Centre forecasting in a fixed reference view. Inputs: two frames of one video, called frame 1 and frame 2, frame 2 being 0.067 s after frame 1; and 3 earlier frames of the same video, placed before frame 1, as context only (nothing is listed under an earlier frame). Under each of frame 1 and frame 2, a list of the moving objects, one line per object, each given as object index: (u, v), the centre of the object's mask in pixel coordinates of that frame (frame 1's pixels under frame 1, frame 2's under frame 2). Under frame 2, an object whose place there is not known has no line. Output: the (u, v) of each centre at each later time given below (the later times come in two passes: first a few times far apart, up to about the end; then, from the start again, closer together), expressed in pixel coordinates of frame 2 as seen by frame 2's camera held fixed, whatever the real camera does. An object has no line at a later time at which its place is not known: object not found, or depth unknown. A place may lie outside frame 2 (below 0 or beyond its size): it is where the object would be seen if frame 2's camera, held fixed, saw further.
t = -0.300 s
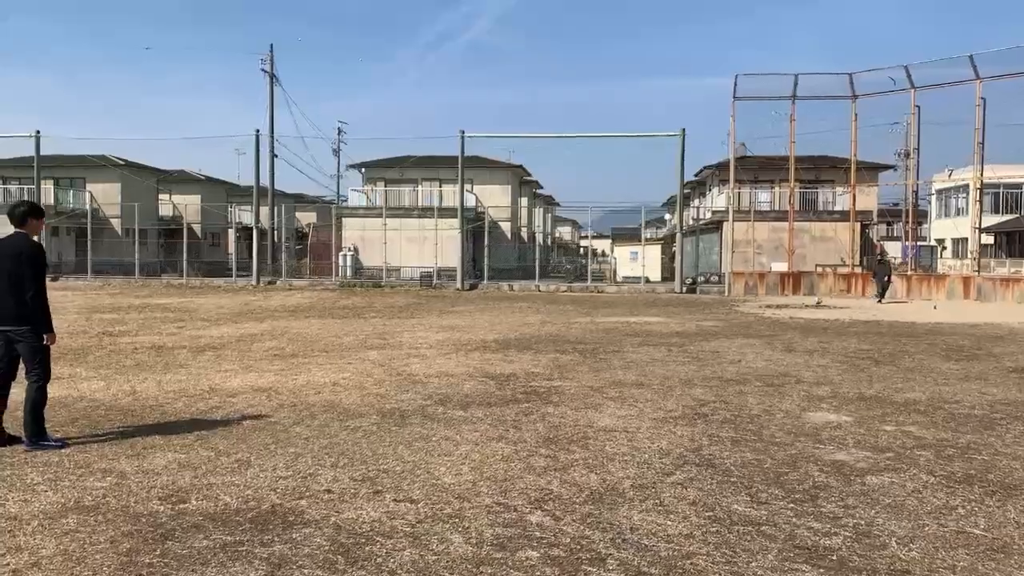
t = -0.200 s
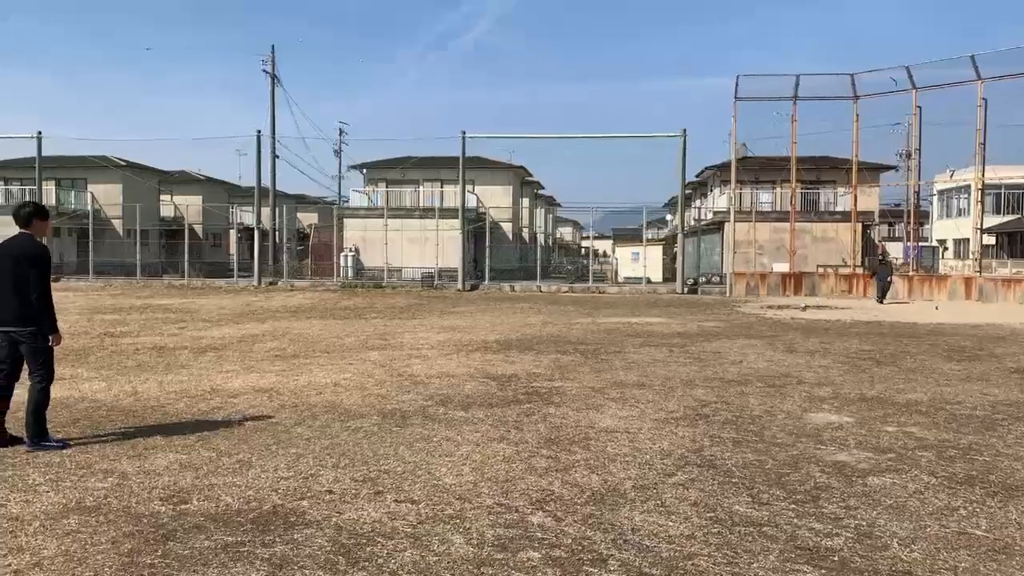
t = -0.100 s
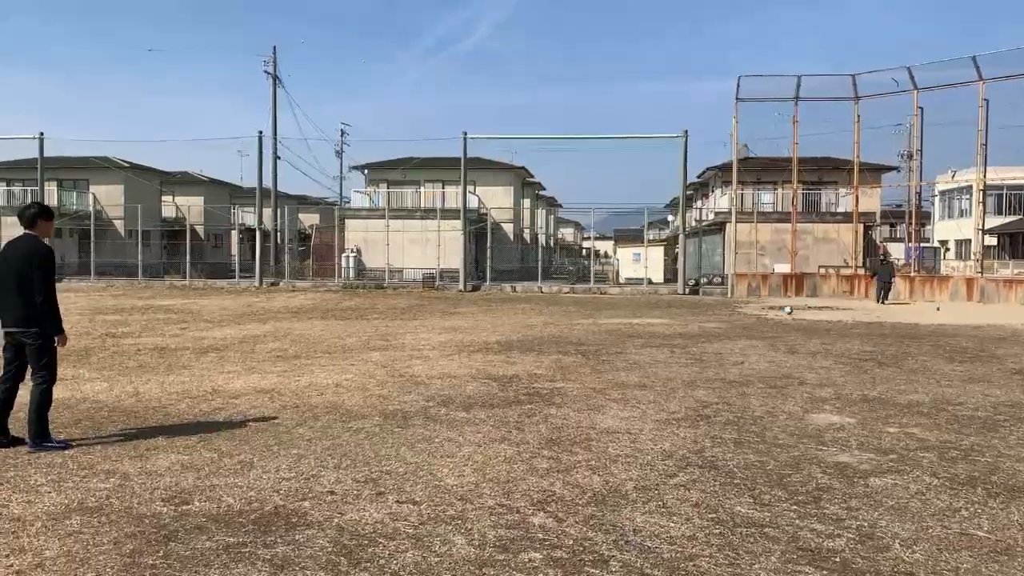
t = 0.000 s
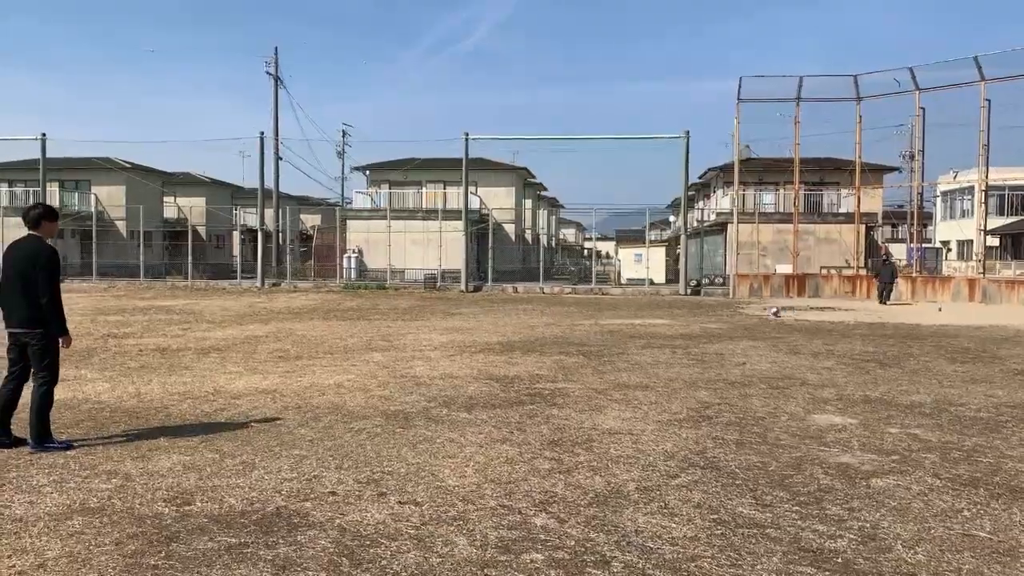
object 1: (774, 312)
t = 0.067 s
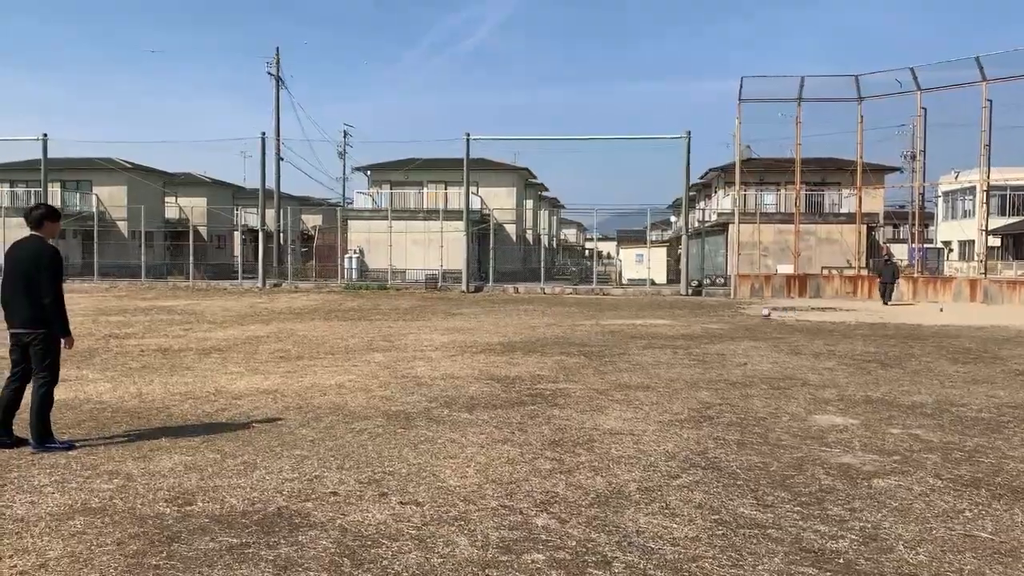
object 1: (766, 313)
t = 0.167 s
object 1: (750, 315)
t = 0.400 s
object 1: (717, 318)
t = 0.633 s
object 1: (681, 324)
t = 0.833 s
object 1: (646, 324)
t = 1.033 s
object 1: (608, 333)
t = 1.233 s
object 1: (565, 340)
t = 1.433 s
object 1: (516, 347)
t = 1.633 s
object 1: (459, 354)
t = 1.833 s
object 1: (395, 363)
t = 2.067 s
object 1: (304, 375)
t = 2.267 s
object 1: (211, 390)
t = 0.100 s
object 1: (760, 314)
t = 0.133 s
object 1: (755, 316)
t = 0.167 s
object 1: (750, 315)
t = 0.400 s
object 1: (717, 318)
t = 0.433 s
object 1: (712, 322)
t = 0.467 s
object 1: (707, 322)
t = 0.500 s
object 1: (702, 321)
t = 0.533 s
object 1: (697, 321)
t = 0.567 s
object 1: (691, 322)
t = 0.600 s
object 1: (686, 323)
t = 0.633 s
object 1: (681, 324)
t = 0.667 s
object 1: (674, 326)
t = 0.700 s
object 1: (670, 325)
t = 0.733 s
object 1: (664, 324)
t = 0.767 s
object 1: (658, 323)
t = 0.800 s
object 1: (652, 323)
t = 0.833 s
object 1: (646, 324)
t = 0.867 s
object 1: (641, 325)
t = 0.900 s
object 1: (634, 327)
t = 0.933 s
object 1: (628, 330)
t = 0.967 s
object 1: (621, 333)
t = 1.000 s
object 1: (616, 332)
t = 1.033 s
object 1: (608, 333)
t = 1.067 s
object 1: (601, 334)
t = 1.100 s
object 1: (594, 336)
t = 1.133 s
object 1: (588, 337)
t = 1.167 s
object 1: (581, 339)
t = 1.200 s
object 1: (573, 339)
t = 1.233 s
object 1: (565, 340)
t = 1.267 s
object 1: (558, 341)
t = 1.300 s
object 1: (550, 342)
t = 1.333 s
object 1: (541, 344)
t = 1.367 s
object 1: (533, 345)
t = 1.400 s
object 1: (525, 347)
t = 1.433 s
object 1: (516, 347)
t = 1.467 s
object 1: (506, 348)
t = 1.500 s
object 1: (499, 349)
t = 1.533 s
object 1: (489, 350)
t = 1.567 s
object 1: (479, 352)
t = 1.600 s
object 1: (469, 353)
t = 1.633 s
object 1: (459, 354)
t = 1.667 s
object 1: (448, 355)
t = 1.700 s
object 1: (439, 356)
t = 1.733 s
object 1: (429, 357)
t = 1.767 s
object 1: (417, 360)
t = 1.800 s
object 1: (406, 361)
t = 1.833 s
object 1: (395, 363)
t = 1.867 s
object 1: (383, 365)
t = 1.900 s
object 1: (371, 367)
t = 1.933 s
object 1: (358, 368)
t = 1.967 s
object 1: (345, 369)
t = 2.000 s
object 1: (332, 369)
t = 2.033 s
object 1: (318, 372)
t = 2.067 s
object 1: (304, 375)
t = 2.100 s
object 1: (290, 379)
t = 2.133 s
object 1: (274, 380)
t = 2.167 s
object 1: (259, 382)
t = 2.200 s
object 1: (244, 383)
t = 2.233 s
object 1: (227, 388)
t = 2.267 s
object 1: (211, 390)
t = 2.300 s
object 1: (193, 391)
